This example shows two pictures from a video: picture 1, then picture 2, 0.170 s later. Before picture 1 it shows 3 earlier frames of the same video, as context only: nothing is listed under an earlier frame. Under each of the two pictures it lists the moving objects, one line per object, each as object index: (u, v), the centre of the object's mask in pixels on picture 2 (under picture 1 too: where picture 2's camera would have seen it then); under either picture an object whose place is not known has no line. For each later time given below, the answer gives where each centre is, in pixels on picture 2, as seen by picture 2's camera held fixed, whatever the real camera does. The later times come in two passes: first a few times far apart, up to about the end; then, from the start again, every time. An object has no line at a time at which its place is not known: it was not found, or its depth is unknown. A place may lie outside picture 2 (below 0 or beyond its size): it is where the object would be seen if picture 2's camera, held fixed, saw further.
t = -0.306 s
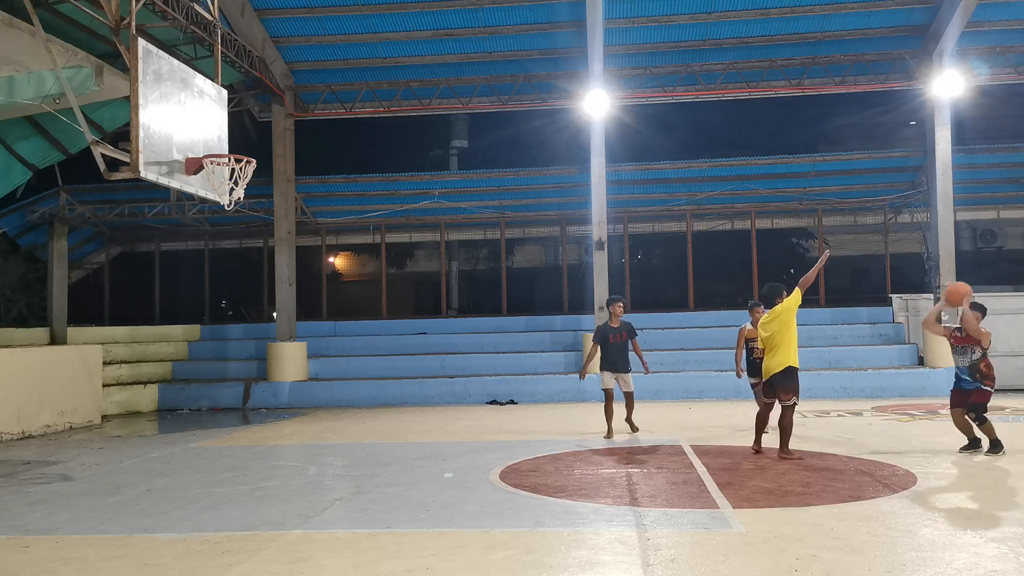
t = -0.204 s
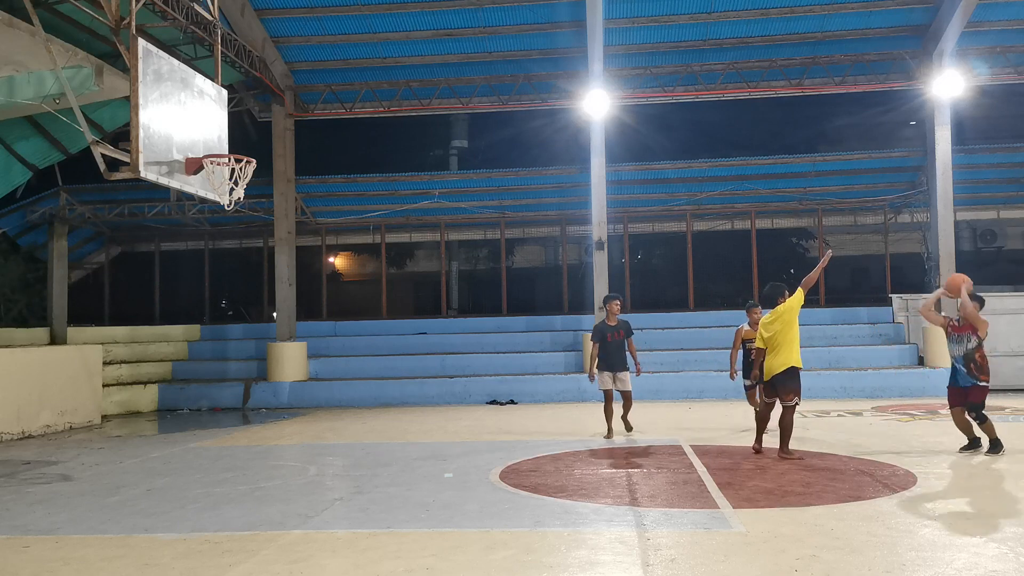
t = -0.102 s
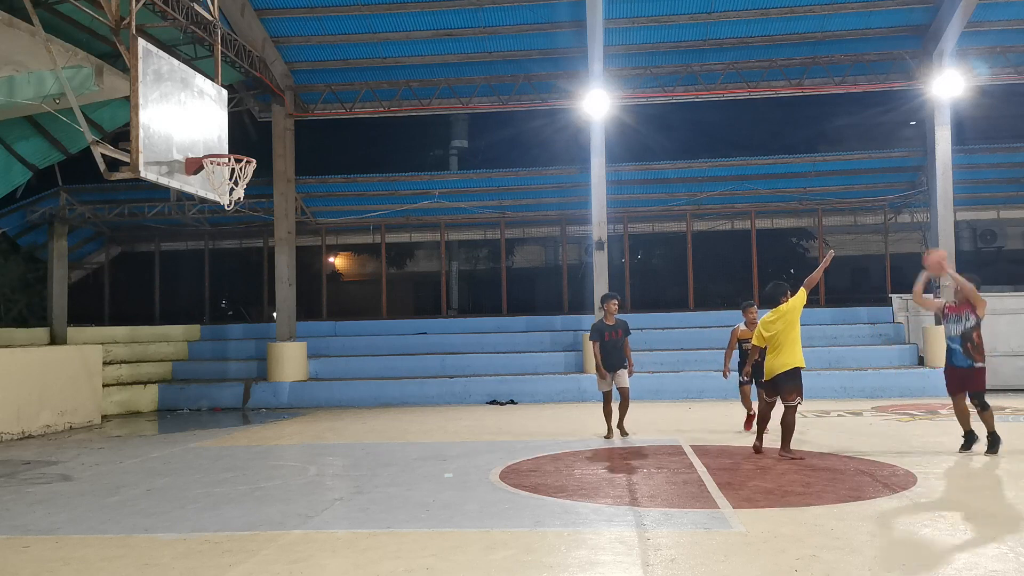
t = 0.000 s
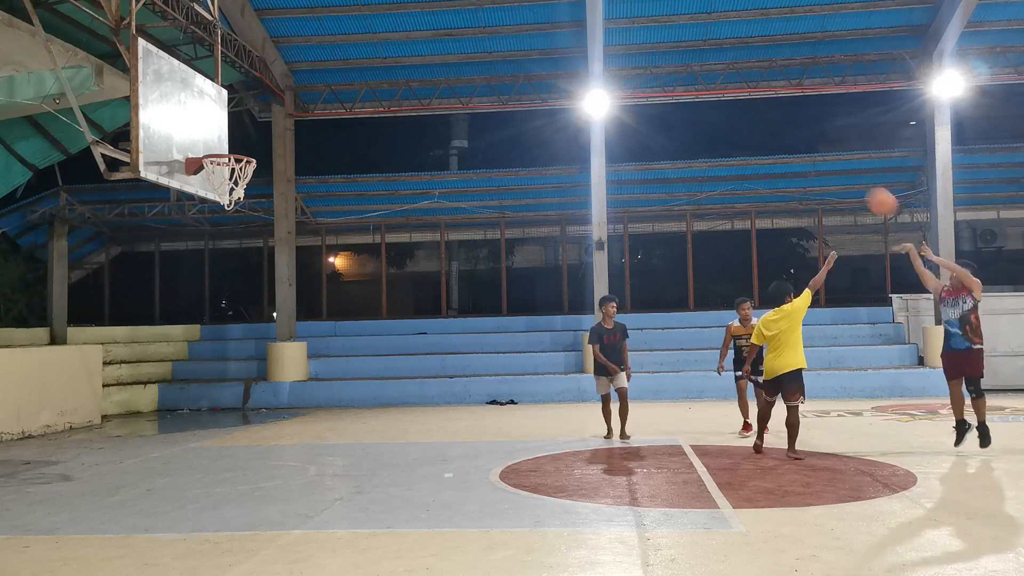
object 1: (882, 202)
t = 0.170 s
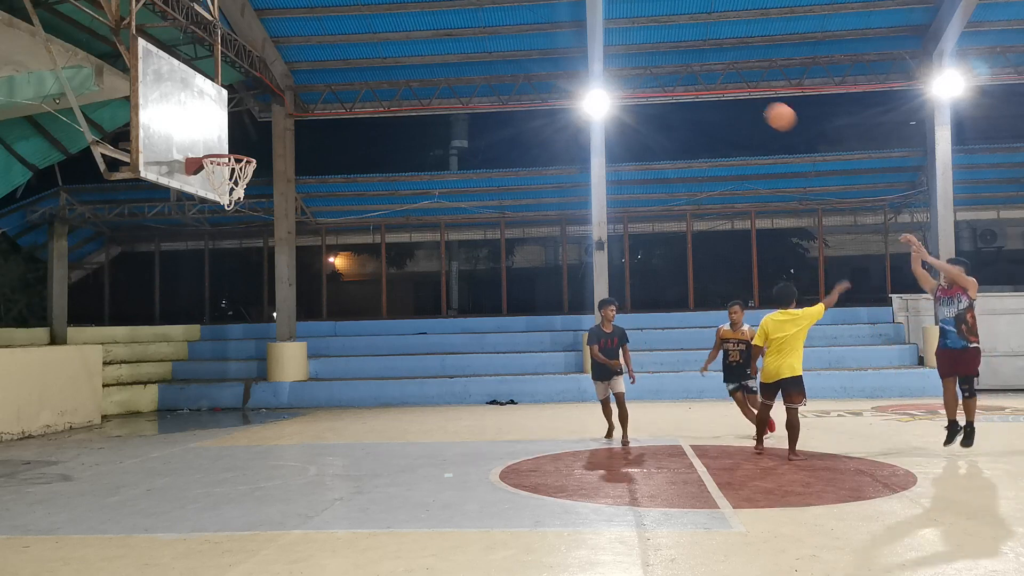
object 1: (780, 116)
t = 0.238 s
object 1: (740, 90)
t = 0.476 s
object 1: (606, 32)
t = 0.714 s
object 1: (470, 31)
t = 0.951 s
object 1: (335, 87)
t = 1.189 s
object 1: (218, 143)
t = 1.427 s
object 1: (258, 136)
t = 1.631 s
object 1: (324, 170)
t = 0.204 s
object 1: (761, 103)
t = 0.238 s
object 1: (740, 90)
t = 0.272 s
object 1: (721, 78)
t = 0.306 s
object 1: (702, 68)
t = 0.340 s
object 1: (681, 59)
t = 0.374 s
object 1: (663, 51)
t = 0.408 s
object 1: (643, 44)
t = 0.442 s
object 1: (624, 38)
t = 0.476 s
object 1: (606, 32)
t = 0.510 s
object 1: (584, 29)
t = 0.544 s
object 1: (566, 27)
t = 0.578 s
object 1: (547, 25)
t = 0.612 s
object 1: (528, 25)
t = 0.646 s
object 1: (508, 26)
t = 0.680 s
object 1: (489, 28)
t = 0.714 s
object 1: (470, 31)
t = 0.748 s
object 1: (450, 35)
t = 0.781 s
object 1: (432, 41)
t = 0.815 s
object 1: (412, 48)
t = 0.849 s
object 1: (392, 56)
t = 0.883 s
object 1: (373, 65)
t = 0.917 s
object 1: (354, 75)
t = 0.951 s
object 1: (335, 87)
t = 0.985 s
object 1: (315, 99)
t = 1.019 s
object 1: (296, 112)
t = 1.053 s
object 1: (277, 127)
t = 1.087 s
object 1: (257, 143)
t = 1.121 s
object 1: (243, 148)
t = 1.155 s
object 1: (231, 145)
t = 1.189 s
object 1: (218, 143)
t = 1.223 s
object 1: (203, 142)
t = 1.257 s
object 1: (204, 139)
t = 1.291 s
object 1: (216, 136)
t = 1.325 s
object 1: (228, 134)
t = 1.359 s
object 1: (238, 134)
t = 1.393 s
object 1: (248, 134)
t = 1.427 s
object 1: (258, 136)
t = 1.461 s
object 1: (269, 138)
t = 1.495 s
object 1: (280, 142)
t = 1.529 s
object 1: (292, 148)
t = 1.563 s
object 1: (304, 154)
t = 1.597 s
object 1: (313, 161)
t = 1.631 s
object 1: (324, 170)
